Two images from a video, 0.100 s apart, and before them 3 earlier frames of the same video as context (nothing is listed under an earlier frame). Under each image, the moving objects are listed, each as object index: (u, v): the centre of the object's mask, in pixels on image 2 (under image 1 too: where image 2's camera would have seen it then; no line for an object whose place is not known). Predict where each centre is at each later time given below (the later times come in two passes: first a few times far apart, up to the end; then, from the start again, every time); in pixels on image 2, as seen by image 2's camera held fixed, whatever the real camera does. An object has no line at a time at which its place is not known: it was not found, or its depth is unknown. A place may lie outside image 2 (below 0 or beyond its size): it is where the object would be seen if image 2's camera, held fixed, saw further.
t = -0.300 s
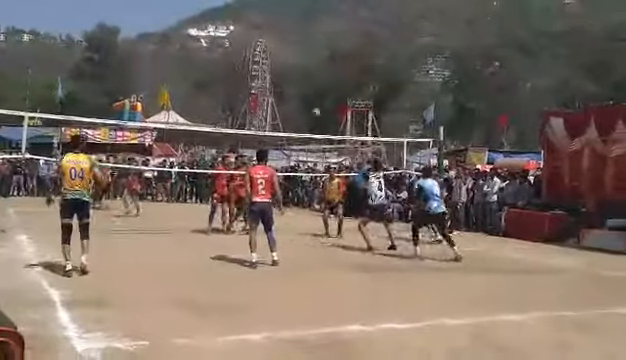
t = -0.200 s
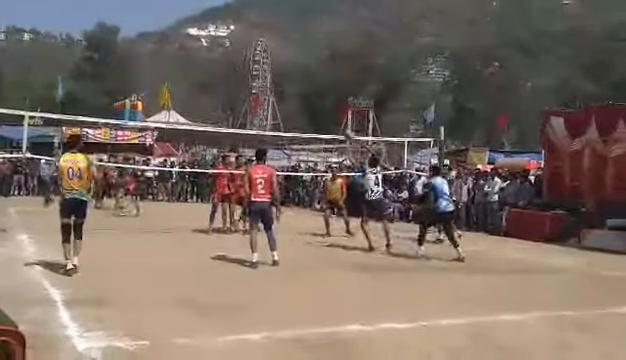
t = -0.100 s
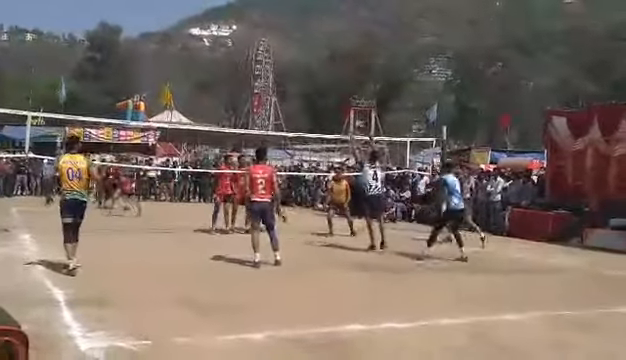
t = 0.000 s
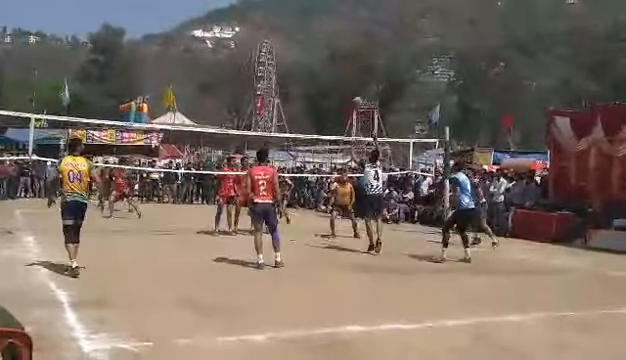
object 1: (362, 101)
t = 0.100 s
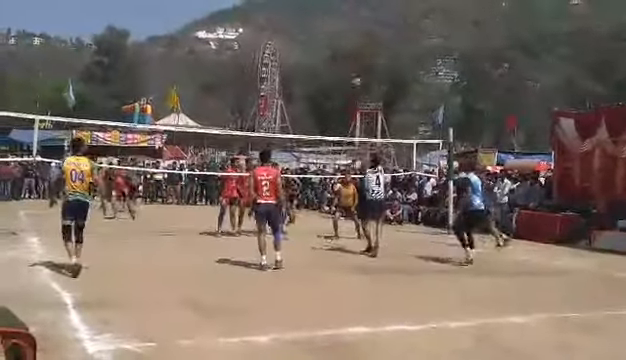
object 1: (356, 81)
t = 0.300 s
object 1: (347, 58)
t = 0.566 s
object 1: (334, 59)
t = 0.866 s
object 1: (323, 92)
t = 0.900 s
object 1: (322, 99)
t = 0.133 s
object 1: (355, 76)
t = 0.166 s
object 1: (355, 72)
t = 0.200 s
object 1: (354, 68)
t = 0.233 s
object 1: (352, 65)
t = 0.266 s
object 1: (350, 62)
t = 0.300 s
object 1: (347, 58)
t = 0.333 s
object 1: (346, 57)
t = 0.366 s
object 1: (344, 55)
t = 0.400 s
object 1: (343, 55)
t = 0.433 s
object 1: (341, 54)
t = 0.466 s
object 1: (340, 54)
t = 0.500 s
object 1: (338, 54)
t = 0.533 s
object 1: (337, 55)
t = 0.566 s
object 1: (334, 59)
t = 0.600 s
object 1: (333, 60)
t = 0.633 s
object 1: (332, 63)
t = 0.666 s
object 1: (331, 66)
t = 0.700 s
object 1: (329, 69)
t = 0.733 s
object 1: (327, 73)
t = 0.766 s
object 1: (327, 78)
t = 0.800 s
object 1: (326, 82)
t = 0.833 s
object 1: (324, 87)
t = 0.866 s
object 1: (323, 92)
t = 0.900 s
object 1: (322, 99)
